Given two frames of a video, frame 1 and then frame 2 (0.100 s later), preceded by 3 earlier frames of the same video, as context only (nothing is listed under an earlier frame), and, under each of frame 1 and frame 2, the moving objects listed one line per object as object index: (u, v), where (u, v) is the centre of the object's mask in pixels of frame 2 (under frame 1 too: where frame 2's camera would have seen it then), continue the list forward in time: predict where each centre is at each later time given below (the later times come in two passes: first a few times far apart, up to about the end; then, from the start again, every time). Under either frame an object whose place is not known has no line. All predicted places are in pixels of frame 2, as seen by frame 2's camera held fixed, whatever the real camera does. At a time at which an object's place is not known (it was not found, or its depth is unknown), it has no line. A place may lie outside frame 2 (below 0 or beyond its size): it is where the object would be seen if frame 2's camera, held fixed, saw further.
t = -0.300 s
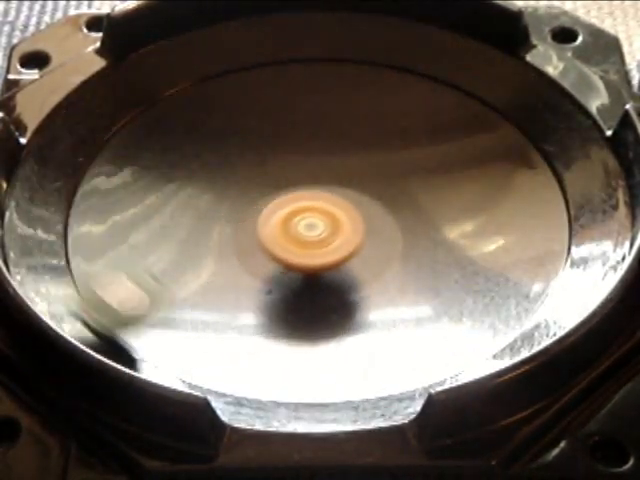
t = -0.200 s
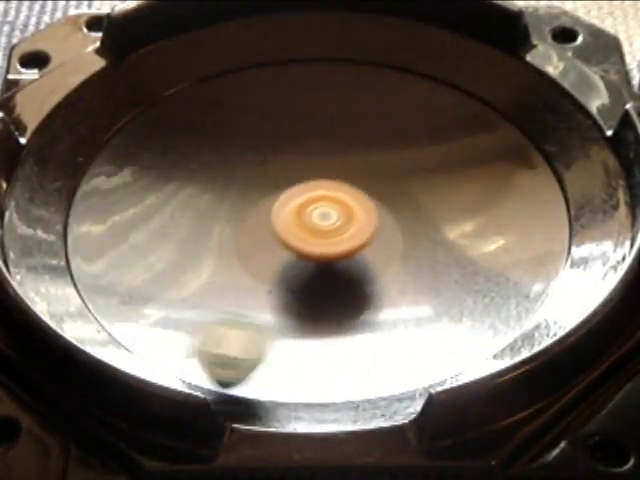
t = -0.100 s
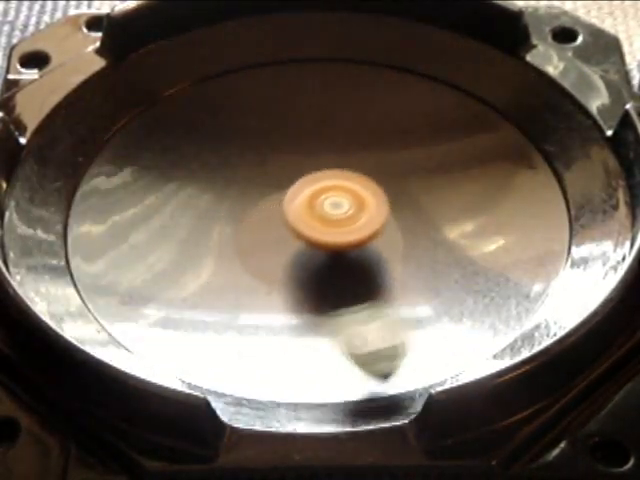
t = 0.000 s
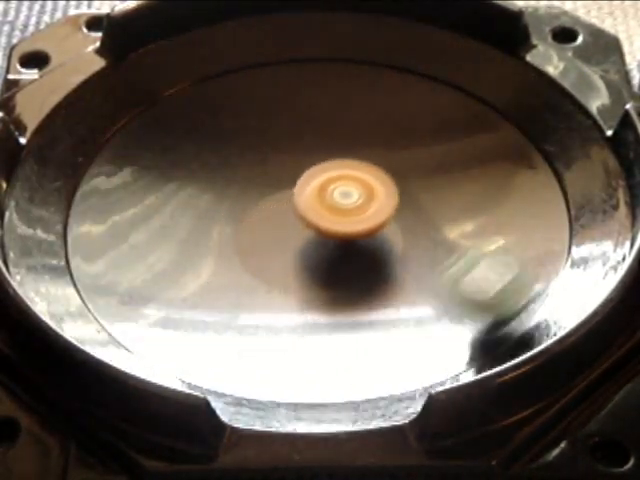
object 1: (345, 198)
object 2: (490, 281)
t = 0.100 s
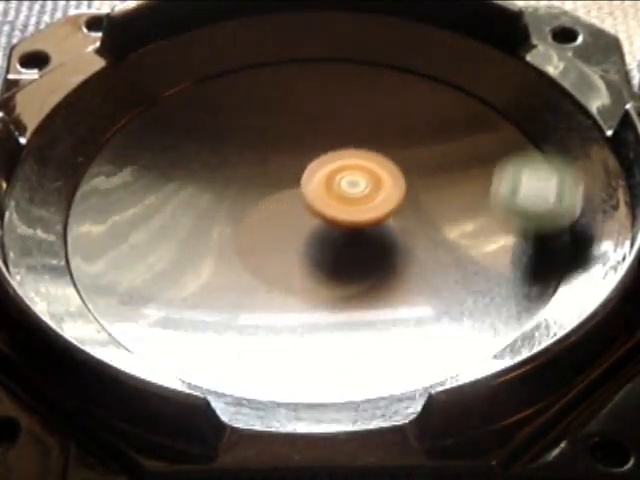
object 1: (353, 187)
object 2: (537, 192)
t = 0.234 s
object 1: (355, 174)
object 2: (492, 85)
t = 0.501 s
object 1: (352, 159)
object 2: (179, 80)
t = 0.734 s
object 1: (328, 155)
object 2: (104, 264)
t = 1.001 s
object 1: (305, 161)
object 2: (414, 323)
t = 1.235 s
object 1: (302, 175)
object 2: (544, 151)
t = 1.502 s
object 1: (314, 201)
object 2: (336, 46)
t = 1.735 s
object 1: (335, 221)
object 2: (135, 136)
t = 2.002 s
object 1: (364, 230)
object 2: (237, 319)
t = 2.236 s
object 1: (381, 231)
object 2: (497, 276)
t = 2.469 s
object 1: (382, 231)
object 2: (510, 123)
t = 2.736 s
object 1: (374, 228)
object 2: (281, 92)
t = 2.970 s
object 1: (365, 220)
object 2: (162, 218)
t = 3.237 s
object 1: (350, 213)
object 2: (339, 326)
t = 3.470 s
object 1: (324, 211)
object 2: (509, 232)
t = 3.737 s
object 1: (294, 213)
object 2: (393, 114)
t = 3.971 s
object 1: (281, 217)
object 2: (199, 160)
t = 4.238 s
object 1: (281, 222)
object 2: (217, 306)
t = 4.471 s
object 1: (285, 223)
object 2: (417, 295)
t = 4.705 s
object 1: (294, 219)
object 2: (441, 174)
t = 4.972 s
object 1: (305, 212)
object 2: (253, 137)
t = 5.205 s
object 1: (313, 207)
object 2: (168, 230)
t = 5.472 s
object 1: (322, 201)
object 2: (322, 285)
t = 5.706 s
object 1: (316, 187)
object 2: (410, 215)
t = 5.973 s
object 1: (268, 169)
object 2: (388, 145)
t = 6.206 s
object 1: (189, 193)
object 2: (345, 126)
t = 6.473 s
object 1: (197, 233)
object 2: (298, 181)
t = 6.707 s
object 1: (247, 247)
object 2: (380, 235)
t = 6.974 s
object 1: (294, 233)
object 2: (466, 190)
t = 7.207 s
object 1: (327, 217)
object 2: (394, 150)
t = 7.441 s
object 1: (276, 290)
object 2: (334, 111)
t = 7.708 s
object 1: (326, 297)
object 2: (234, 205)
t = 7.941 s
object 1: (509, 306)
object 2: (149, 173)
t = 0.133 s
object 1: (354, 184)
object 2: (538, 161)
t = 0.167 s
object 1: (355, 181)
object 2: (530, 133)
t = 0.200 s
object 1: (355, 177)
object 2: (514, 107)
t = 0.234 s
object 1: (355, 174)
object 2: (492, 85)
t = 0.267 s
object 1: (355, 172)
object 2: (463, 65)
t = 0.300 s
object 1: (355, 169)
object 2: (425, 53)
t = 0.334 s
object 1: (355, 167)
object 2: (381, 46)
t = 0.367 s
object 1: (355, 165)
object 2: (338, 41)
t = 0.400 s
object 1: (354, 163)
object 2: (295, 40)
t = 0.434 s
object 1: (354, 162)
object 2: (253, 42)
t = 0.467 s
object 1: (353, 160)
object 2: (214, 56)
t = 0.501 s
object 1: (352, 159)
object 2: (179, 80)
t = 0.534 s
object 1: (350, 158)
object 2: (147, 104)
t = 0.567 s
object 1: (348, 157)
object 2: (120, 129)
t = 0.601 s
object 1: (345, 156)
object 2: (101, 154)
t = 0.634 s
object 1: (341, 156)
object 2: (89, 180)
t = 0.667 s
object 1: (337, 155)
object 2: (84, 208)
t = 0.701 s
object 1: (333, 155)
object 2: (88, 237)
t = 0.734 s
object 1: (328, 155)
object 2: (104, 264)
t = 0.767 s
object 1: (324, 155)
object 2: (125, 287)
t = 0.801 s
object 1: (320, 155)
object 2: (153, 308)
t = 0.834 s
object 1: (316, 155)
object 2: (192, 325)
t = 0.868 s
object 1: (313, 156)
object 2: (234, 336)
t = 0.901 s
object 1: (310, 157)
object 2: (280, 342)
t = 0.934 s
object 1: (308, 159)
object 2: (325, 341)
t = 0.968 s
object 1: (306, 160)
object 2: (371, 336)
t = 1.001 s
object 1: (305, 161)
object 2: (414, 323)
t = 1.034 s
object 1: (304, 163)
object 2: (454, 306)
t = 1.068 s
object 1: (303, 164)
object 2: (487, 285)
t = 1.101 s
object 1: (303, 166)
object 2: (515, 261)
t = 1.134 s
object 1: (302, 168)
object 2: (533, 231)
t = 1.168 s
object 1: (302, 170)
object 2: (545, 204)
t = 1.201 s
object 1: (302, 173)
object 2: (548, 178)
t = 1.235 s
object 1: (302, 175)
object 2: (544, 151)
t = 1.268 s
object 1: (303, 178)
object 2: (534, 127)
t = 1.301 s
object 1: (303, 181)
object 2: (517, 104)
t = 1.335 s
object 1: (305, 184)
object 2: (496, 86)
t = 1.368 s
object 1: (306, 187)
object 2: (469, 72)
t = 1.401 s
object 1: (307, 190)
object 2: (439, 61)
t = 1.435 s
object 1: (309, 194)
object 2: (406, 52)
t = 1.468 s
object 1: (311, 197)
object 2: (372, 48)
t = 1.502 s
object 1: (314, 201)
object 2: (336, 46)
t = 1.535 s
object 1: (315, 205)
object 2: (301, 48)
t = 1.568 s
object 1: (318, 208)
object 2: (265, 55)
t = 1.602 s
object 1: (321, 211)
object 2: (232, 64)
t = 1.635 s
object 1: (325, 214)
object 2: (201, 77)
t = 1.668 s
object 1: (328, 217)
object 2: (174, 94)
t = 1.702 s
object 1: (332, 219)
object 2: (151, 114)
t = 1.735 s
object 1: (335, 221)
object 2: (135, 136)
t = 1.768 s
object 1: (338, 223)
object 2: (126, 161)
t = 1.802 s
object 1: (342, 225)
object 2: (122, 187)
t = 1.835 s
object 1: (346, 226)
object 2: (123, 214)
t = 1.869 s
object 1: (350, 227)
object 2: (134, 244)
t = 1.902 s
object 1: (354, 228)
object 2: (148, 269)
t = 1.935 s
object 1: (358, 229)
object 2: (172, 288)
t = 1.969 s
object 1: (361, 230)
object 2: (202, 305)
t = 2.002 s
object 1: (364, 230)
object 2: (237, 319)
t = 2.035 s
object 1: (367, 230)
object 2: (279, 326)
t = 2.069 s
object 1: (370, 230)
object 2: (324, 327)
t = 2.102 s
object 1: (373, 231)
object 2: (363, 324)
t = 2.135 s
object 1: (375, 231)
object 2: (387, 319)
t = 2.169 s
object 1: (377, 231)
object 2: (425, 309)
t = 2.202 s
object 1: (379, 231)
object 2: (463, 295)
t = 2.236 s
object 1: (381, 231)
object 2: (497, 276)
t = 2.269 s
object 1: (382, 231)
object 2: (517, 252)
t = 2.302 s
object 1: (383, 231)
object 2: (532, 230)
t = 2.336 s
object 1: (383, 231)
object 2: (542, 205)
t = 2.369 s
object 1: (383, 231)
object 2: (543, 184)
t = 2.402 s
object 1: (383, 231)
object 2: (537, 161)
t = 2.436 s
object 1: (383, 231)
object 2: (526, 141)
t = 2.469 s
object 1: (382, 231)
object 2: (510, 123)
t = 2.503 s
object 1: (381, 230)
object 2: (488, 107)
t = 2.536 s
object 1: (380, 231)
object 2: (465, 95)
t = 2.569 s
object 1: (380, 231)
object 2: (438, 87)
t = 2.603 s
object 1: (379, 230)
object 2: (408, 82)
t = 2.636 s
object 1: (378, 230)
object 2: (377, 79)
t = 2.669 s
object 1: (377, 230)
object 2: (344, 80)
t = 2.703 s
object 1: (375, 229)
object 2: (312, 85)
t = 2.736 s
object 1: (374, 228)
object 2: (281, 92)
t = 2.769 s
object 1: (373, 227)
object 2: (252, 102)
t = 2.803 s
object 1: (372, 226)
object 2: (225, 117)
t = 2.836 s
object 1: (370, 225)
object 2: (202, 133)
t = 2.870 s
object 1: (369, 224)
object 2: (184, 152)
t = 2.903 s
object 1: (368, 222)
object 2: (171, 173)
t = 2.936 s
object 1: (366, 221)
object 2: (163, 195)
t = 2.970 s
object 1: (365, 220)
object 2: (162, 218)
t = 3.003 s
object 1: (363, 218)
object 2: (164, 246)
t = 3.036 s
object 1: (362, 217)
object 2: (173, 266)
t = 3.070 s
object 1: (360, 216)
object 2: (188, 284)
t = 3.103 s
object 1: (359, 215)
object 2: (210, 300)
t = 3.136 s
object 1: (357, 214)
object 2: (238, 315)
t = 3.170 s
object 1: (355, 214)
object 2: (269, 324)
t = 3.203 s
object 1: (353, 214)
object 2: (309, 326)
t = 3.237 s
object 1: (350, 213)
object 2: (339, 326)
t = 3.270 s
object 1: (347, 213)
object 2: (367, 323)
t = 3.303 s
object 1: (343, 212)
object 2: (395, 317)
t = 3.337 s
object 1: (339, 212)
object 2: (430, 306)
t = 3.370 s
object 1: (335, 212)
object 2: (463, 291)
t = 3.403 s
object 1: (330, 211)
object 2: (483, 273)
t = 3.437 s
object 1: (327, 211)
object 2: (497, 255)
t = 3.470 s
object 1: (324, 211)
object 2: (509, 232)
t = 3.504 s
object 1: (320, 211)
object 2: (511, 211)
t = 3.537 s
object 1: (318, 211)
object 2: (510, 189)
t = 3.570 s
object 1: (315, 211)
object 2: (499, 170)
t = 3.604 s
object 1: (310, 211)
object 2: (486, 154)
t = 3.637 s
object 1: (305, 212)
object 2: (468, 139)
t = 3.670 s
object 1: (302, 213)
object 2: (445, 127)
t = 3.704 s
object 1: (298, 213)
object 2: (421, 120)
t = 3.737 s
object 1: (294, 213)
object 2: (393, 114)
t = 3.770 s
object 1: (291, 214)
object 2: (364, 113)
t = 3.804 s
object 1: (288, 214)
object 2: (333, 113)
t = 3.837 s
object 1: (286, 215)
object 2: (304, 117)
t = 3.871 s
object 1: (284, 215)
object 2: (274, 123)
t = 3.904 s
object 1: (283, 216)
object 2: (245, 133)
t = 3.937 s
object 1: (282, 216)
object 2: (221, 145)
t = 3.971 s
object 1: (281, 217)
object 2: (199, 160)
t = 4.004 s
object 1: (280, 218)
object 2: (183, 177)
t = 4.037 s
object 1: (280, 218)
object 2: (171, 195)
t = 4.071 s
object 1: (280, 219)
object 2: (164, 215)
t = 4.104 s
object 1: (280, 220)
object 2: (163, 237)
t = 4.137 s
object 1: (280, 220)
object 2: (165, 259)
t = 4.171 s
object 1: (280, 220)
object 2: (177, 278)
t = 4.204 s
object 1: (280, 221)
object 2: (193, 291)
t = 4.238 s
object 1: (281, 222)
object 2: (217, 306)
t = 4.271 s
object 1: (281, 222)
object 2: (246, 316)
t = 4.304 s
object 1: (282, 223)
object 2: (272, 320)
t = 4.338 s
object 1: (282, 223)
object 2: (296, 323)
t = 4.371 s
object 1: (282, 223)
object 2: (325, 323)
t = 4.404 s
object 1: (283, 223)
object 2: (356, 317)
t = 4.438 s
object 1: (284, 223)
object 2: (391, 308)
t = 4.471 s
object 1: (285, 223)
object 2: (417, 295)
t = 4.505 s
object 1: (286, 222)
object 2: (436, 279)
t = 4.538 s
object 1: (287, 222)
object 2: (447, 265)
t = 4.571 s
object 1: (288, 221)
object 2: (457, 247)
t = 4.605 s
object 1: (290, 221)
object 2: (461, 228)
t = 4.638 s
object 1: (291, 221)
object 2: (460, 208)
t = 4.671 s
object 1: (292, 220)
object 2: (453, 190)
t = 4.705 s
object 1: (294, 219)
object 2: (441, 174)
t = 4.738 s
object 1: (295, 219)
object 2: (424, 161)
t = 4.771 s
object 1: (297, 218)
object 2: (405, 150)
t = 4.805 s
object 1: (298, 217)
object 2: (383, 141)
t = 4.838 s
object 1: (300, 216)
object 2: (359, 136)
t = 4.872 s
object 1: (301, 216)
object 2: (333, 132)
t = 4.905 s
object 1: (302, 215)
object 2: (306, 131)
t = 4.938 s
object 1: (303, 213)
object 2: (279, 134)
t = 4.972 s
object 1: (305, 212)
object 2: (253, 137)
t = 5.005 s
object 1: (306, 211)
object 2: (228, 145)
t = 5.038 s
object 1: (307, 211)
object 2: (208, 155)
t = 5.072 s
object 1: (309, 210)
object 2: (190, 167)
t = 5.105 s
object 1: (310, 209)
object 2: (178, 181)
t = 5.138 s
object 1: (311, 209)
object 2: (169, 197)
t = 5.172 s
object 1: (312, 208)
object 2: (167, 212)
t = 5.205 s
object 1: (313, 207)
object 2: (168, 230)
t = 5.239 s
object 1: (314, 206)
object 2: (174, 248)
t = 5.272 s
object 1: (315, 205)
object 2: (188, 262)
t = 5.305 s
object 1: (316, 205)
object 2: (202, 275)
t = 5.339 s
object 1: (318, 204)
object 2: (224, 283)
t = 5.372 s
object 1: (319, 203)
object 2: (254, 289)
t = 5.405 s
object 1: (320, 202)
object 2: (278, 291)
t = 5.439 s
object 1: (321, 202)
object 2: (301, 290)
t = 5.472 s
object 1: (322, 201)
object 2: (322, 285)
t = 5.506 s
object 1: (322, 200)
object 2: (335, 280)
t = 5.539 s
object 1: (323, 199)
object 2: (354, 272)
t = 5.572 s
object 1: (322, 198)
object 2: (371, 261)
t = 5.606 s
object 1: (321, 194)
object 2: (387, 251)
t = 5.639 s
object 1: (318, 192)
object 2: (400, 241)
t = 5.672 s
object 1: (317, 190)
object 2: (408, 228)
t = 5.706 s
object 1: (316, 187)
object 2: (410, 215)
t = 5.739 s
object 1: (309, 183)
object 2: (415, 205)
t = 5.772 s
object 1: (297, 178)
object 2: (424, 197)
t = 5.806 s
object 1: (289, 176)
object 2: (426, 189)
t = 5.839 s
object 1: (283, 174)
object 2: (425, 180)
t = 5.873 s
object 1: (278, 173)
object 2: (421, 170)
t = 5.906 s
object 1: (274, 172)
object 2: (413, 160)
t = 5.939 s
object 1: (271, 170)
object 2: (402, 152)
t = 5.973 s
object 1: (268, 169)
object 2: (388, 145)
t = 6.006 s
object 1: (265, 168)
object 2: (372, 141)
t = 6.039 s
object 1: (262, 168)
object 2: (355, 139)
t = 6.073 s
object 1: (244, 170)
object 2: (354, 134)
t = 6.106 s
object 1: (224, 176)
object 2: (357, 130)
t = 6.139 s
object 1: (208, 181)
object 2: (356, 127)
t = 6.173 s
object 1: (196, 187)
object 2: (353, 126)
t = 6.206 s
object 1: (189, 193)
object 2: (345, 126)
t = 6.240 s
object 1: (185, 199)
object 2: (336, 128)
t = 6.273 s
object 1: (183, 205)
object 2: (326, 130)
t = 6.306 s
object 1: (183, 210)
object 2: (315, 135)
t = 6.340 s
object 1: (184, 215)
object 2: (306, 142)
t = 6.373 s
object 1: (186, 220)
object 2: (299, 151)
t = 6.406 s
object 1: (188, 224)
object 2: (294, 161)
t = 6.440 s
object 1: (192, 229)
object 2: (294, 170)
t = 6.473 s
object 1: (197, 233)
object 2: (298, 181)
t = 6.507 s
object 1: (202, 236)
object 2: (304, 190)
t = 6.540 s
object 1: (209, 240)
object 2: (314, 199)
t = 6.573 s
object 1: (216, 242)
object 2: (324, 207)
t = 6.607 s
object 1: (223, 244)
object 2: (335, 215)
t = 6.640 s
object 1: (230, 245)
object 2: (349, 222)
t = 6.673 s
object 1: (239, 246)
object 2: (364, 229)
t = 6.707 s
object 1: (247, 247)
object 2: (380, 235)
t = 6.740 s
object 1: (256, 247)
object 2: (397, 239)
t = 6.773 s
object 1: (263, 246)
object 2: (413, 239)
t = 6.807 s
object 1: (269, 245)
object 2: (426, 236)
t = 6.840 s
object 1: (275, 242)
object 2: (440, 231)
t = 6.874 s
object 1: (280, 240)
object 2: (450, 223)
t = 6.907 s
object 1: (285, 238)
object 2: (461, 212)
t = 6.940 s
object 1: (289, 236)
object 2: (466, 201)
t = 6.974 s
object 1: (294, 233)
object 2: (466, 190)
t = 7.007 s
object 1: (299, 231)
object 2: (463, 181)
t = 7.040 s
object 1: (304, 229)
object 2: (456, 171)
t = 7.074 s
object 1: (308, 226)
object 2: (447, 164)
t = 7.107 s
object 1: (313, 224)
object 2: (437, 158)
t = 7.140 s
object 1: (318, 221)
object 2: (423, 153)
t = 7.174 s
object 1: (323, 219)
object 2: (409, 151)
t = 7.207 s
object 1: (327, 217)
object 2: (394, 150)
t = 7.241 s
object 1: (330, 215)
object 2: (378, 150)
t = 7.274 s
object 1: (321, 226)
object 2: (375, 139)
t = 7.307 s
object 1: (307, 246)
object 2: (374, 125)
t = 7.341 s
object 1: (294, 261)
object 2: (369, 115)
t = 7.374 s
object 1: (285, 273)
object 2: (361, 110)
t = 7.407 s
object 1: (278, 283)
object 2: (349, 108)
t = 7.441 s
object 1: (276, 290)
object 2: (334, 111)
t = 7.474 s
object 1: (278, 295)
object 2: (317, 115)
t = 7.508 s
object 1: (283, 298)
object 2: (298, 122)
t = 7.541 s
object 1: (290, 301)
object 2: (280, 132)
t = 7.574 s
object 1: (297, 301)
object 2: (265, 144)
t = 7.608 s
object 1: (304, 301)
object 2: (251, 158)
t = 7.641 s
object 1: (311, 301)
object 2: (242, 174)
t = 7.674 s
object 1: (318, 299)
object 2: (236, 189)
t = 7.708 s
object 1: (326, 297)
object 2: (234, 205)
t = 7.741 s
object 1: (332, 295)
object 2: (234, 220)
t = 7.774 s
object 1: (338, 292)
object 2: (240, 235)
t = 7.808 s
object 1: (343, 288)
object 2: (247, 250)
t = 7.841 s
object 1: (361, 290)
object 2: (243, 251)
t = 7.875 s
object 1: (427, 308)
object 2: (204, 221)
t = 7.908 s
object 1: (482, 317)
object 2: (175, 197)
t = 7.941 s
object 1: (509, 306)
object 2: (149, 173)
